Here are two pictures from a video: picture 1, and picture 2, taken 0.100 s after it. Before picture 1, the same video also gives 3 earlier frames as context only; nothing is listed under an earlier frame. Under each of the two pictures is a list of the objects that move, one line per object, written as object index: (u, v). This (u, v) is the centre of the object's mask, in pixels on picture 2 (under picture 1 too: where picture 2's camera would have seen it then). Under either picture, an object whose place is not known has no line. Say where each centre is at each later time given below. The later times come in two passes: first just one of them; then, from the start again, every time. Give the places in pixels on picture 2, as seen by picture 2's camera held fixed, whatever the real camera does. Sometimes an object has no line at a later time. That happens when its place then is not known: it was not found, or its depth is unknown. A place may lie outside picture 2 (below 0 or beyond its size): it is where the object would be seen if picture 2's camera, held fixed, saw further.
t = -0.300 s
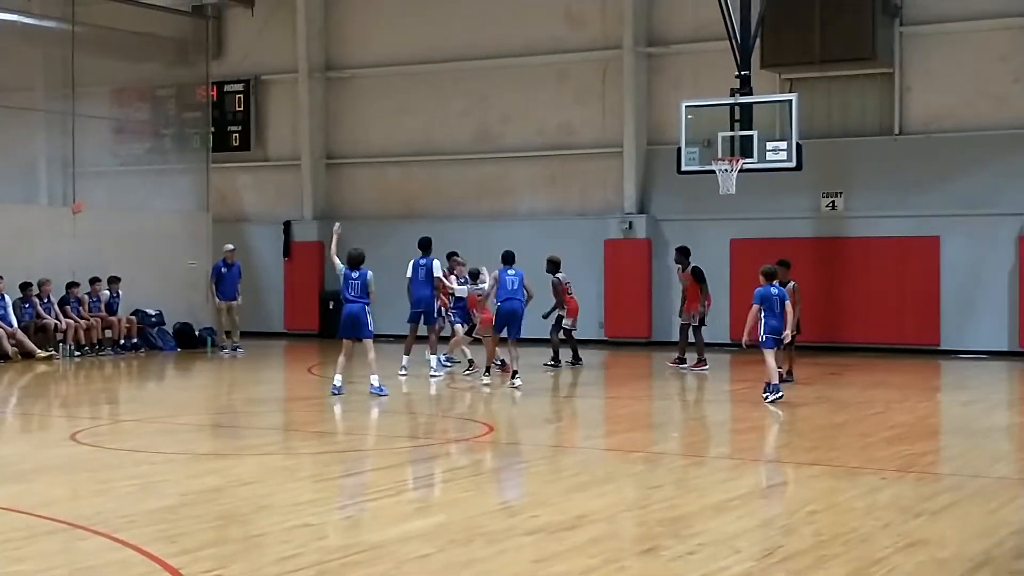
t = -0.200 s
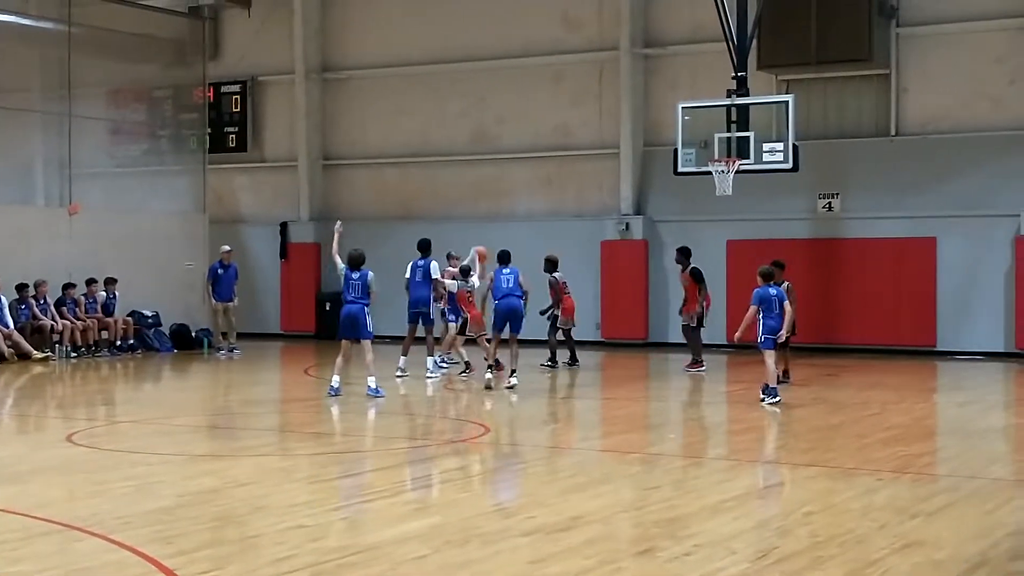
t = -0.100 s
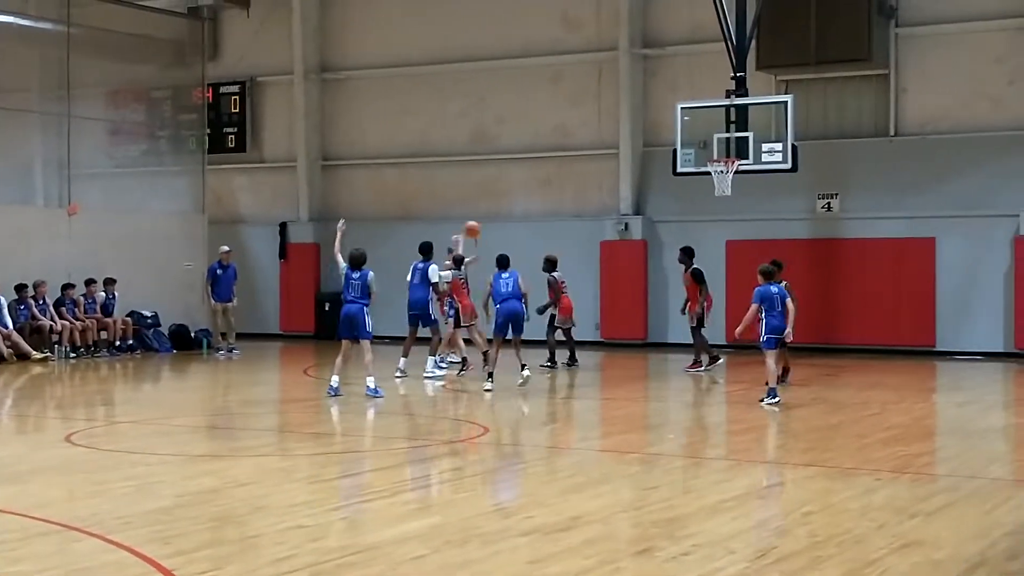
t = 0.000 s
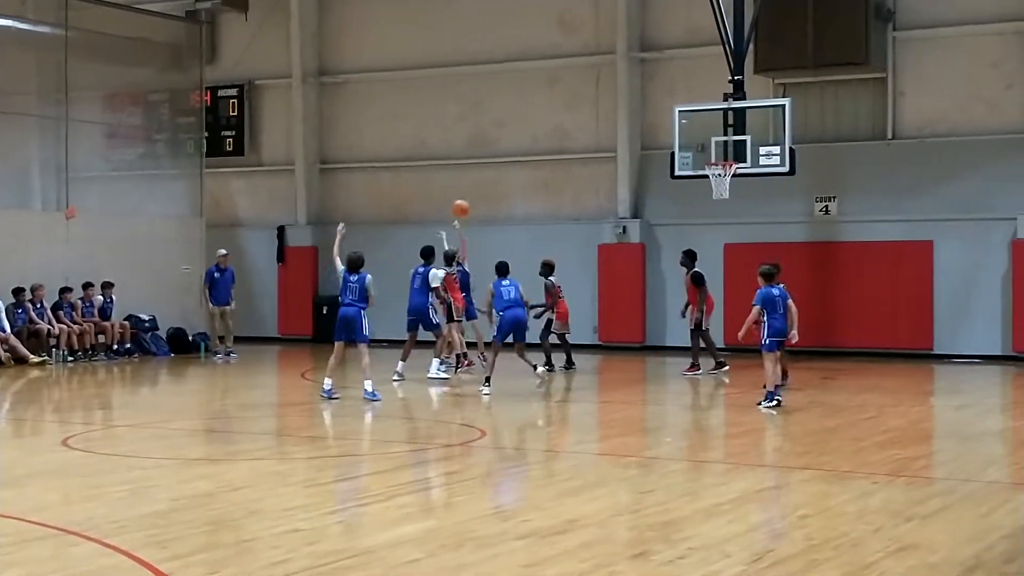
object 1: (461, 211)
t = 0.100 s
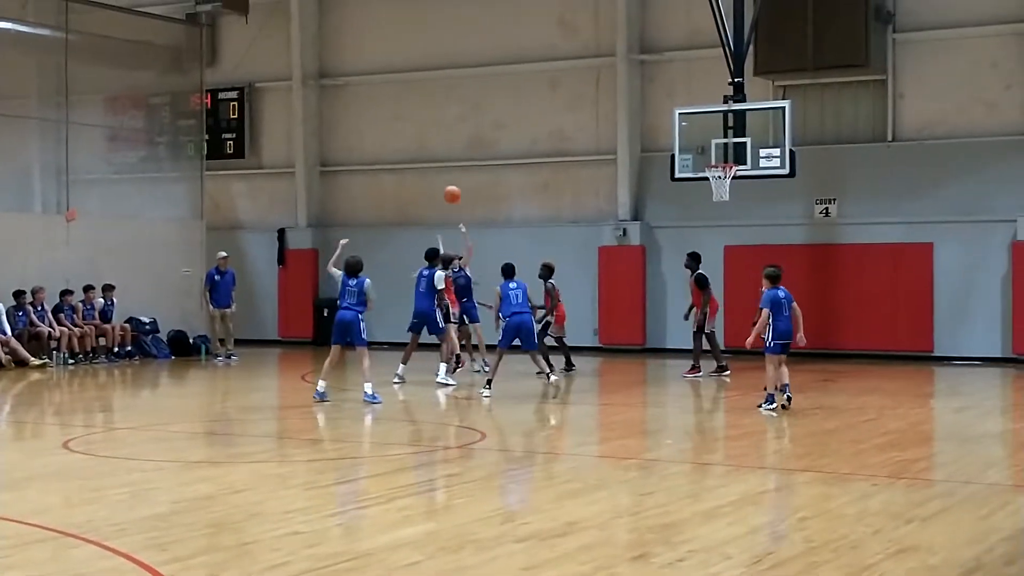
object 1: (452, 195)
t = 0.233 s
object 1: (440, 183)
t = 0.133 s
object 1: (449, 190)
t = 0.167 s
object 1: (445, 187)
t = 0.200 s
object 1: (443, 185)
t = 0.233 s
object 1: (440, 183)
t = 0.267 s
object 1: (436, 182)
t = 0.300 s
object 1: (432, 181)
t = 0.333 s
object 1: (429, 182)
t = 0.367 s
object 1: (425, 183)
